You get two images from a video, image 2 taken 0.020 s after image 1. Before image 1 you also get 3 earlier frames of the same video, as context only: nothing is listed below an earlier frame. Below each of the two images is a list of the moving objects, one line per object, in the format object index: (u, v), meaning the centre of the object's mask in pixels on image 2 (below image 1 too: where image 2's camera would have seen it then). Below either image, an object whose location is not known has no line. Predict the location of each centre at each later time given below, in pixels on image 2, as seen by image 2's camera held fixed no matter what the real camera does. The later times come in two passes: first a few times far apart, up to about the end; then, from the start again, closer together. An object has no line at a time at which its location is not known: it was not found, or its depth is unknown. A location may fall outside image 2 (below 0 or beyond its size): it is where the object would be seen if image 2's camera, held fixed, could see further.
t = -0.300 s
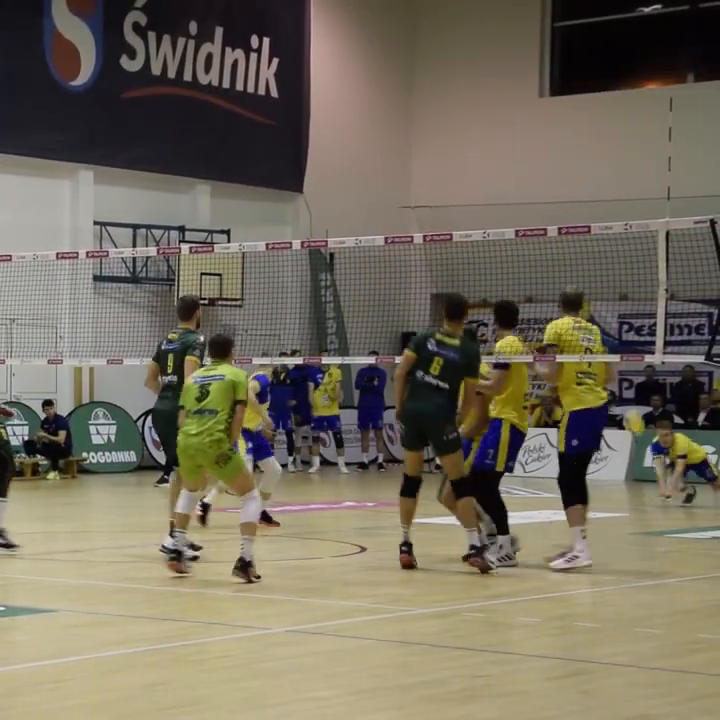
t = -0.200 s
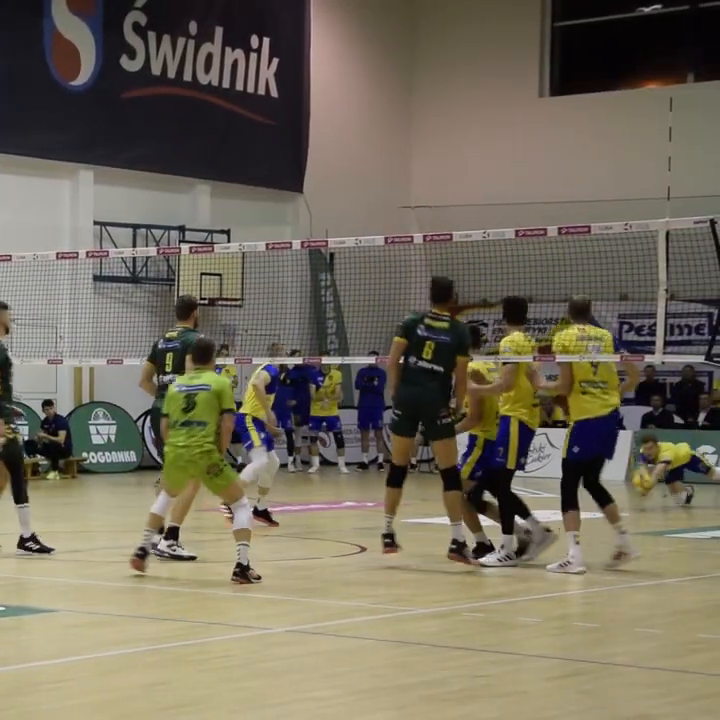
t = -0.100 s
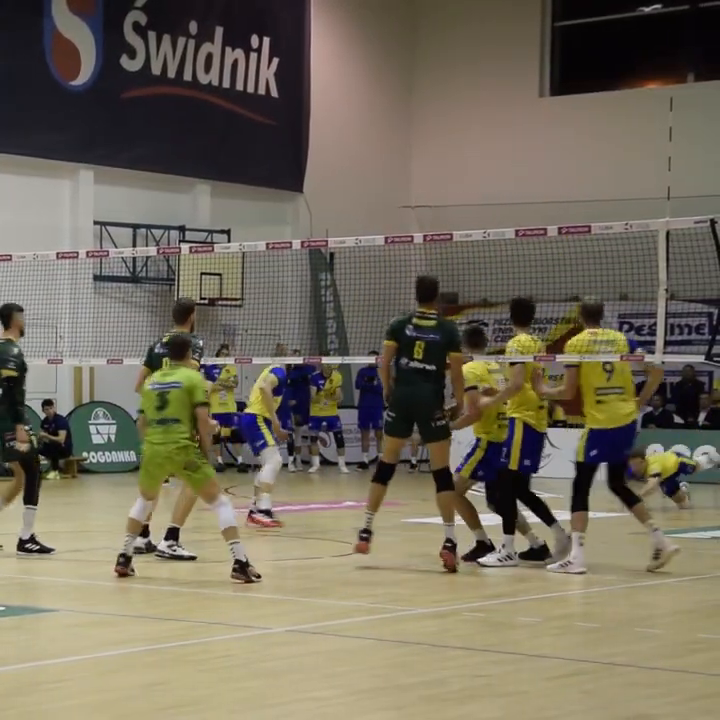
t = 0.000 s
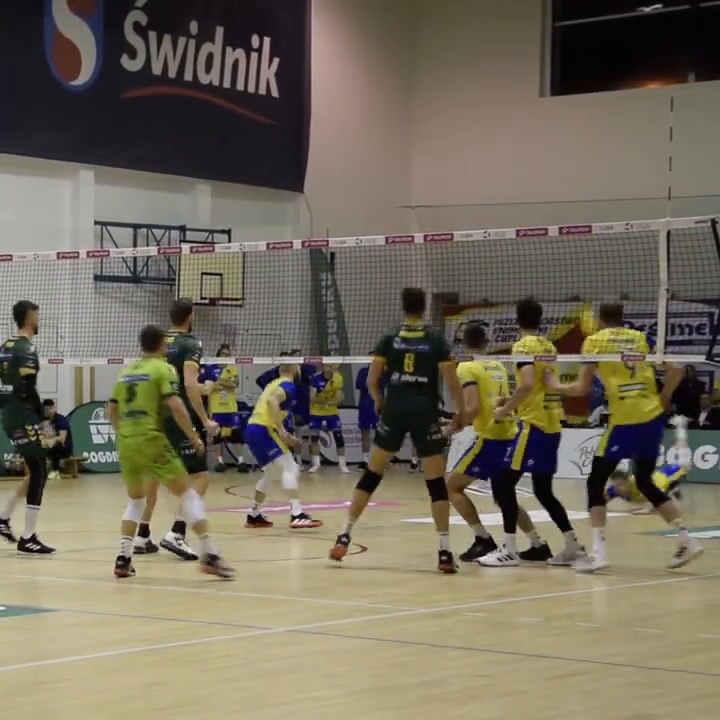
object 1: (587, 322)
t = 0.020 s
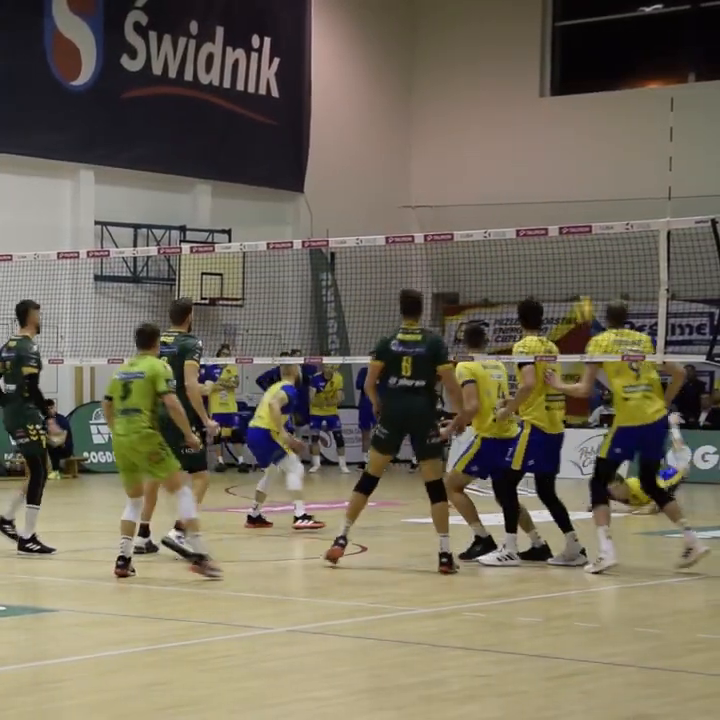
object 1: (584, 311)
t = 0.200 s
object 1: (538, 193)
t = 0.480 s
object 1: (464, 56)
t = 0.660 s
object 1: (415, 7)
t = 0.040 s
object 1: (580, 297)
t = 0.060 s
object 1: (574, 284)
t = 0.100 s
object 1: (562, 254)
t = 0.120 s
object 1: (558, 245)
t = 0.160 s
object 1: (547, 215)
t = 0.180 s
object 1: (543, 204)
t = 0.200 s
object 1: (538, 193)
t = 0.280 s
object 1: (516, 146)
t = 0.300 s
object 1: (512, 137)
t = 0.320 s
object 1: (508, 127)
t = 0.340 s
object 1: (502, 117)
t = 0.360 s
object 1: (496, 106)
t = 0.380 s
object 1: (490, 98)
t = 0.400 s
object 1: (485, 90)
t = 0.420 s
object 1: (479, 81)
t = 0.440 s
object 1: (475, 72)
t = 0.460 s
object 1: (469, 65)
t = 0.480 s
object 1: (464, 56)
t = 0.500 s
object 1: (459, 50)
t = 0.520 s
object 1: (452, 42)
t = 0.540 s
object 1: (448, 36)
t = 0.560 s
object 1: (442, 29)
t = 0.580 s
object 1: (437, 25)
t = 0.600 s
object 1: (431, 18)
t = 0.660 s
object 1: (415, 7)
